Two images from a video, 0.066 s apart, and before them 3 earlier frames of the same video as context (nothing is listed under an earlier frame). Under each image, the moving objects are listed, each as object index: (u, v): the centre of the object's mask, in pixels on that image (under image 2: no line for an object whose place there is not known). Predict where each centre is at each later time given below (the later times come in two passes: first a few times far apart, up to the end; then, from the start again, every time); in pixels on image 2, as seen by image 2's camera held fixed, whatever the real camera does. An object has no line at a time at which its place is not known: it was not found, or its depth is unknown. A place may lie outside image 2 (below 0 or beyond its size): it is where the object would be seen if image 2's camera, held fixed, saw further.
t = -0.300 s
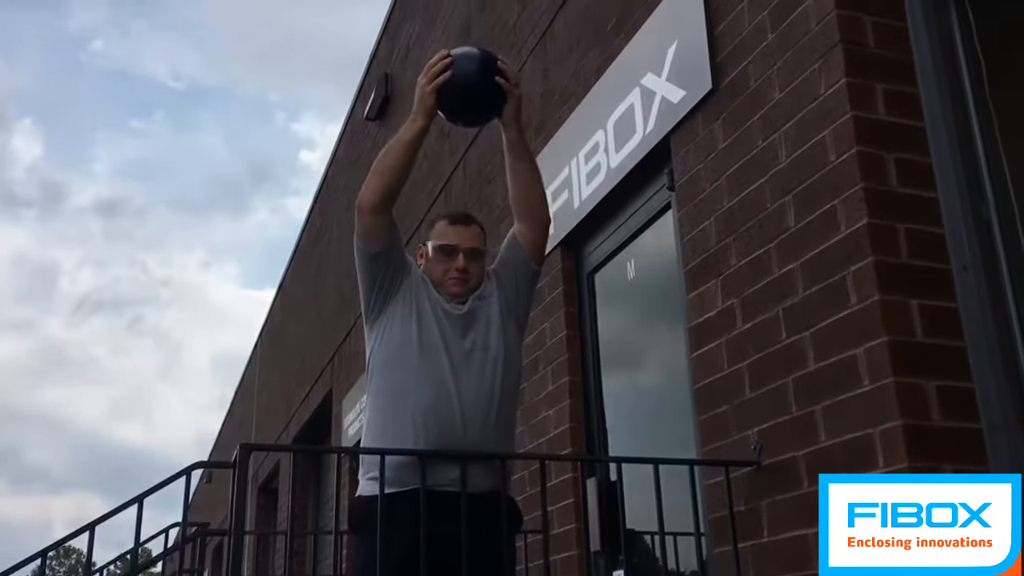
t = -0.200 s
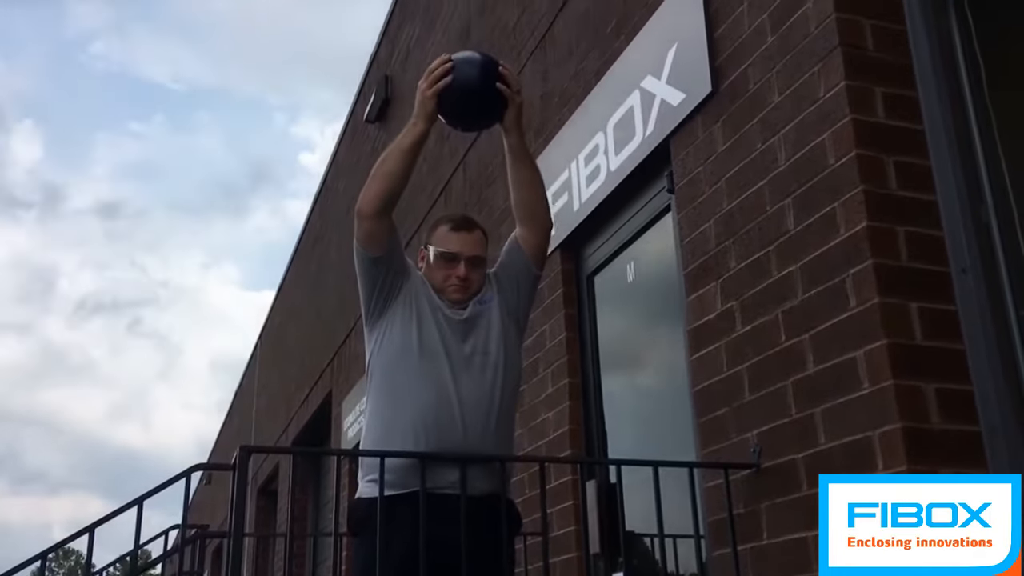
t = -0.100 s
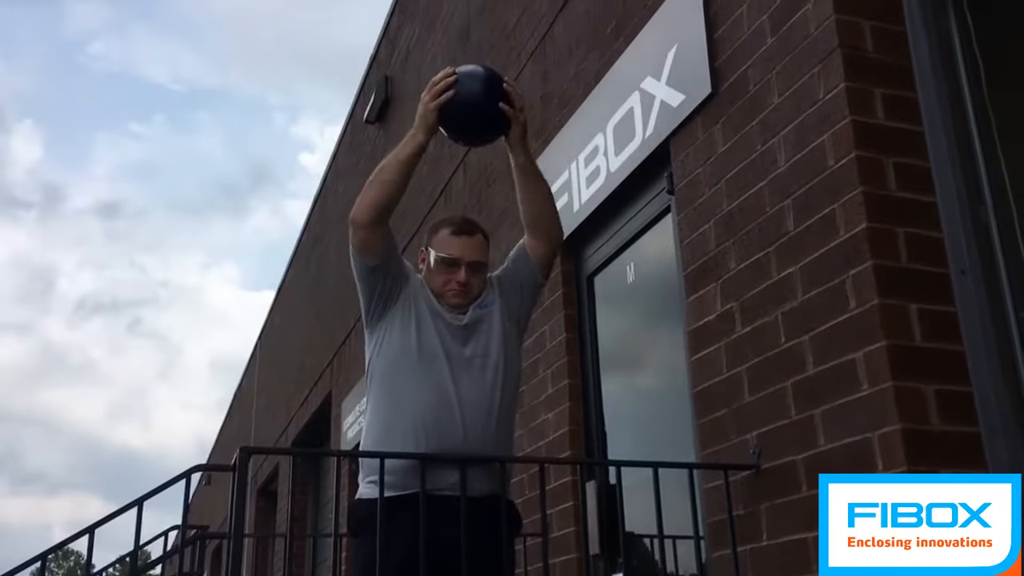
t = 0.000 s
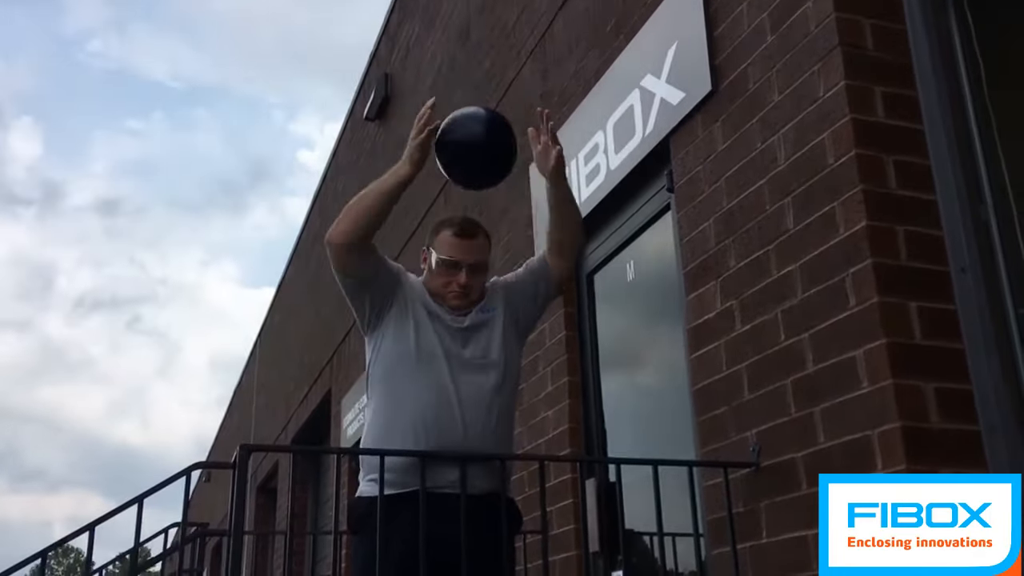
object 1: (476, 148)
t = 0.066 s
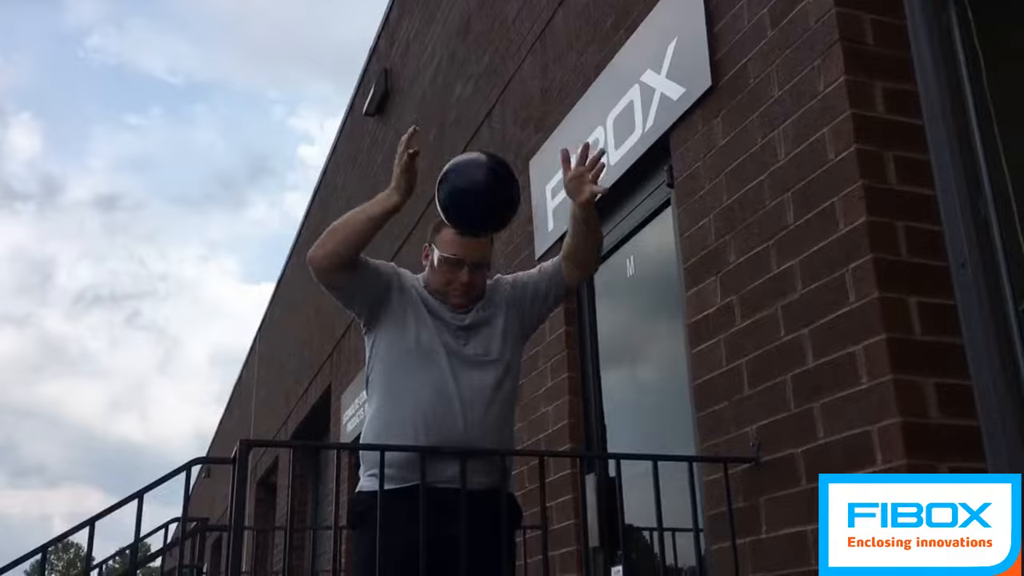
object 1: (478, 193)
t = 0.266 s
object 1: (489, 483)
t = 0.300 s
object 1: (490, 559)
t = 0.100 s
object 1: (479, 226)
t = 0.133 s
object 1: (481, 264)
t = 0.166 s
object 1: (482, 308)
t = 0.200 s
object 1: (484, 359)
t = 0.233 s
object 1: (485, 418)
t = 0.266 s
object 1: (489, 483)
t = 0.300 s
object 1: (490, 559)
